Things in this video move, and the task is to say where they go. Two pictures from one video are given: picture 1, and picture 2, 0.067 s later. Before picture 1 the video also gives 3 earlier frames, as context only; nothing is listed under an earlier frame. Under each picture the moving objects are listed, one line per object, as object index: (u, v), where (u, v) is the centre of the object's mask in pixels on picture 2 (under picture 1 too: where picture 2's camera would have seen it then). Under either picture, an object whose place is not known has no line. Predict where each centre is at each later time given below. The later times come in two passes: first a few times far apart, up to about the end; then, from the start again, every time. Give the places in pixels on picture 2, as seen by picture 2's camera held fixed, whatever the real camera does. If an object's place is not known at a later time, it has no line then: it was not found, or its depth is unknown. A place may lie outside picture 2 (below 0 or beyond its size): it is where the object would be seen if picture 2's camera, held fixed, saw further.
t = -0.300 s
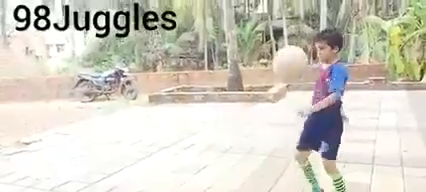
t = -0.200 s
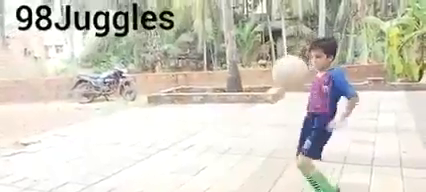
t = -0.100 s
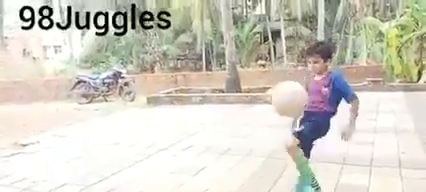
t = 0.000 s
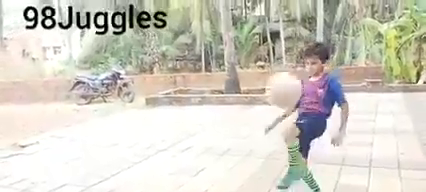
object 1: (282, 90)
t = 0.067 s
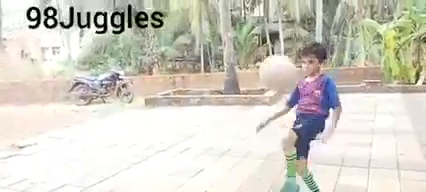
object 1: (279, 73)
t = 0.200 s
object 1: (267, 59)
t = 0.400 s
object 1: (249, 79)
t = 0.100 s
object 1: (276, 69)
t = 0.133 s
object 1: (274, 64)
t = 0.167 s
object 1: (271, 62)
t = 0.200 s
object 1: (267, 59)
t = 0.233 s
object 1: (264, 56)
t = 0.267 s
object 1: (262, 57)
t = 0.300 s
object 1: (259, 61)
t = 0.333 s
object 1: (255, 62)
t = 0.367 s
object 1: (252, 73)
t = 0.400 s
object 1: (249, 79)
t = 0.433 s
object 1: (246, 91)
